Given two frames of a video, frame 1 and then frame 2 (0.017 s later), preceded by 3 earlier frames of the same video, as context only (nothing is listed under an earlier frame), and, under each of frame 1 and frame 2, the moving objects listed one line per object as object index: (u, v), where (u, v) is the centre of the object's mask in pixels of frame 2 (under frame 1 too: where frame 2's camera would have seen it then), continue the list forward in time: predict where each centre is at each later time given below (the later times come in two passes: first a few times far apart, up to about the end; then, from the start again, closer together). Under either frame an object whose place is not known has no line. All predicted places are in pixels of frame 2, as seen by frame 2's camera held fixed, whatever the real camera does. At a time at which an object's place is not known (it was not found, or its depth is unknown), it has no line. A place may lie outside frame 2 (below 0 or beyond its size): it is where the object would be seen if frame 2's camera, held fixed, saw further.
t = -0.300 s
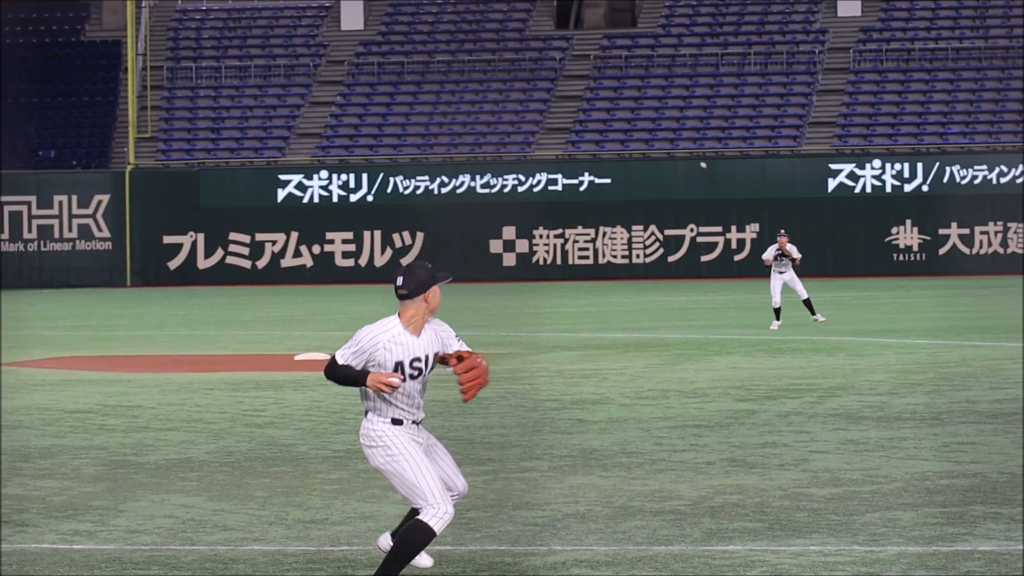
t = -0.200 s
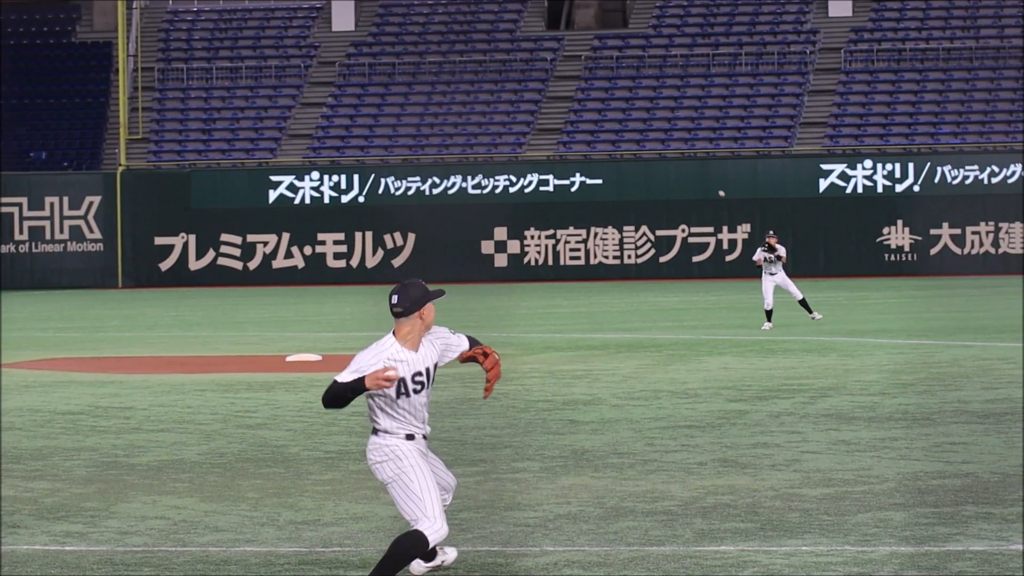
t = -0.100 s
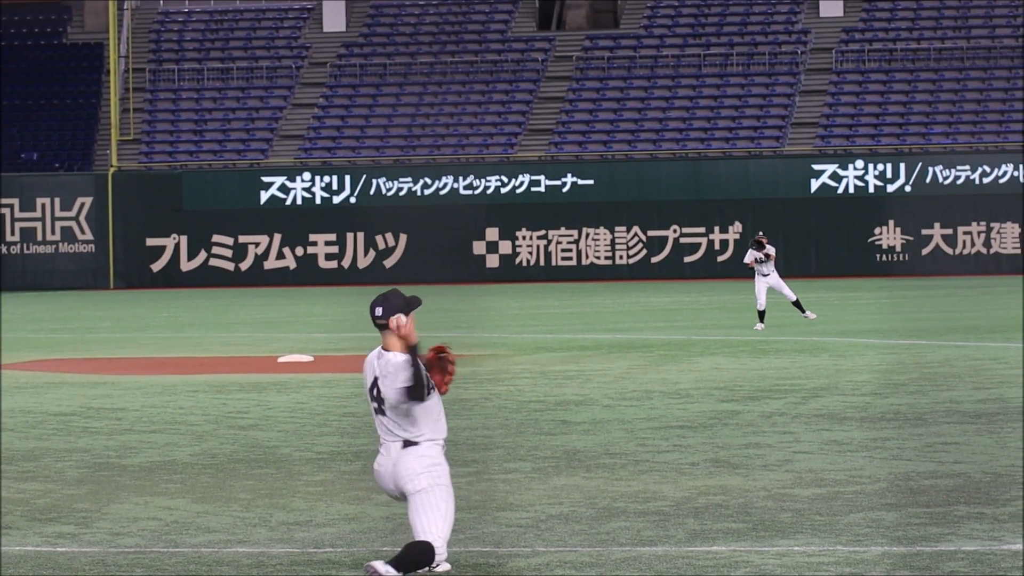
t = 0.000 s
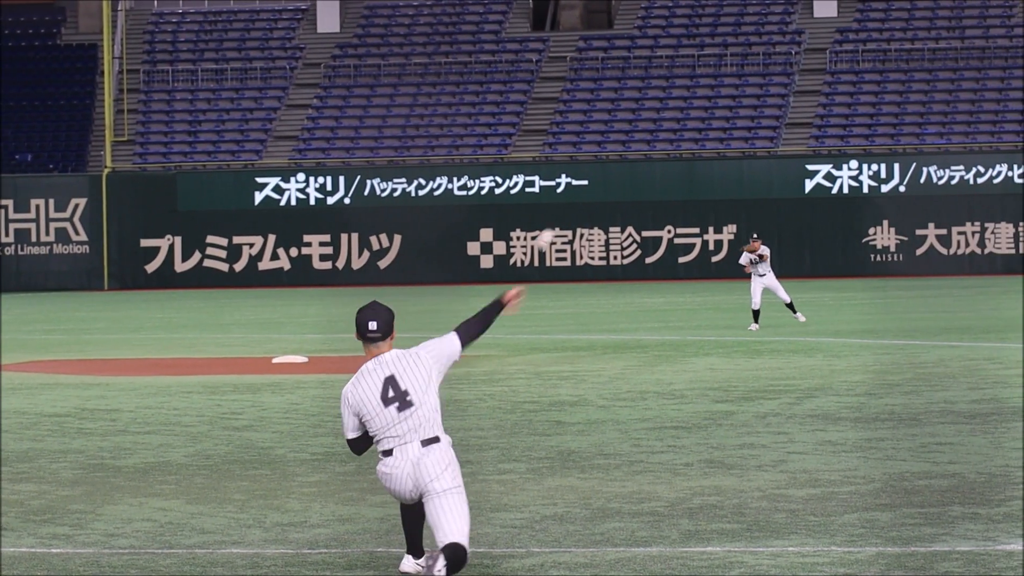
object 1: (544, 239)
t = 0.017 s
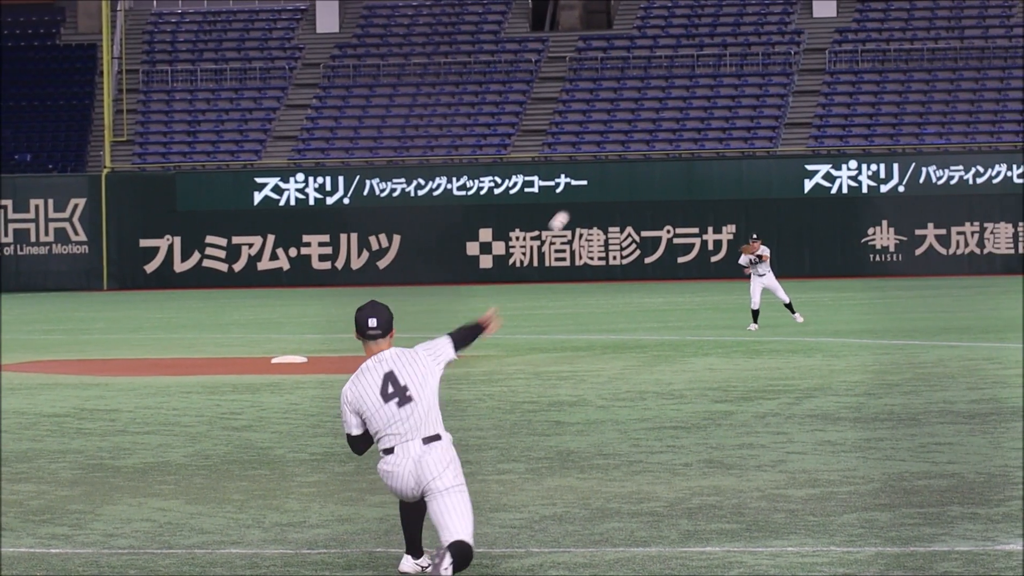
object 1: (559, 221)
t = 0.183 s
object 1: (679, 98)
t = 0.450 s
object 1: (815, 29)
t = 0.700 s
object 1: (911, 34)
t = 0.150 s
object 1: (658, 115)
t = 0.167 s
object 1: (669, 106)
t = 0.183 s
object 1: (679, 98)
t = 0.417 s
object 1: (800, 32)
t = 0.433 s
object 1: (807, 31)
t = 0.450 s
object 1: (815, 29)
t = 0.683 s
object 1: (906, 32)
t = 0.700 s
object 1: (911, 34)
